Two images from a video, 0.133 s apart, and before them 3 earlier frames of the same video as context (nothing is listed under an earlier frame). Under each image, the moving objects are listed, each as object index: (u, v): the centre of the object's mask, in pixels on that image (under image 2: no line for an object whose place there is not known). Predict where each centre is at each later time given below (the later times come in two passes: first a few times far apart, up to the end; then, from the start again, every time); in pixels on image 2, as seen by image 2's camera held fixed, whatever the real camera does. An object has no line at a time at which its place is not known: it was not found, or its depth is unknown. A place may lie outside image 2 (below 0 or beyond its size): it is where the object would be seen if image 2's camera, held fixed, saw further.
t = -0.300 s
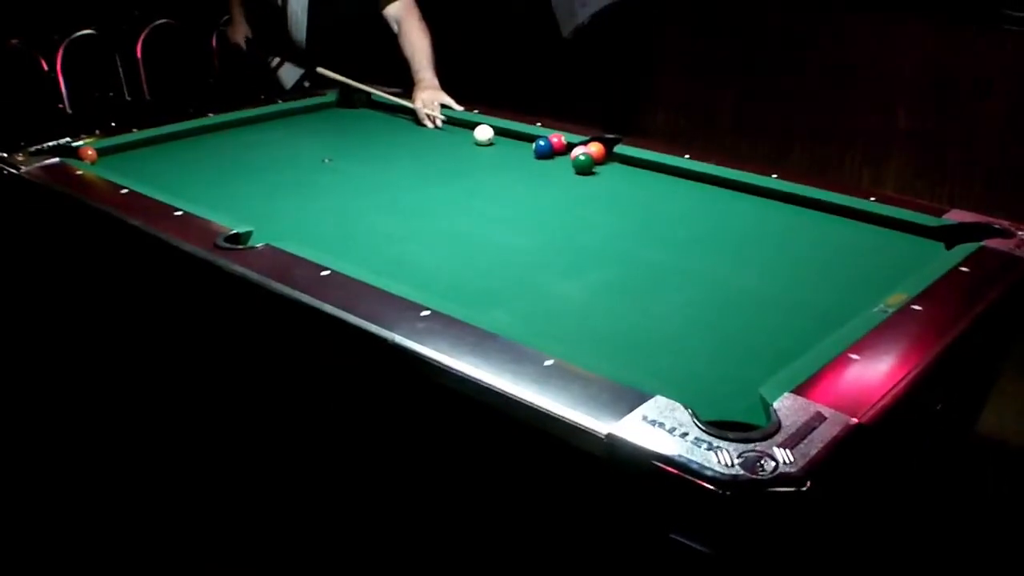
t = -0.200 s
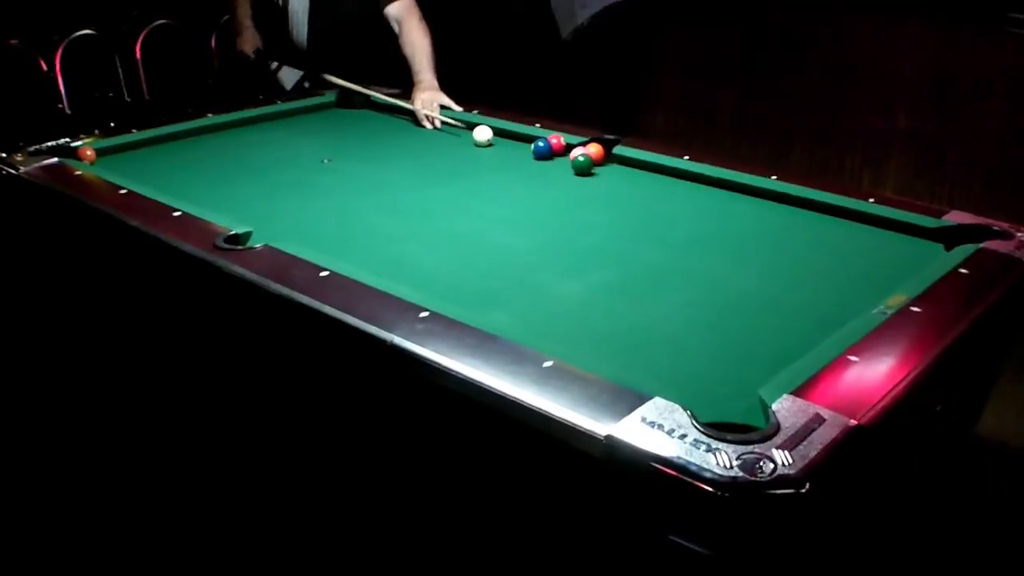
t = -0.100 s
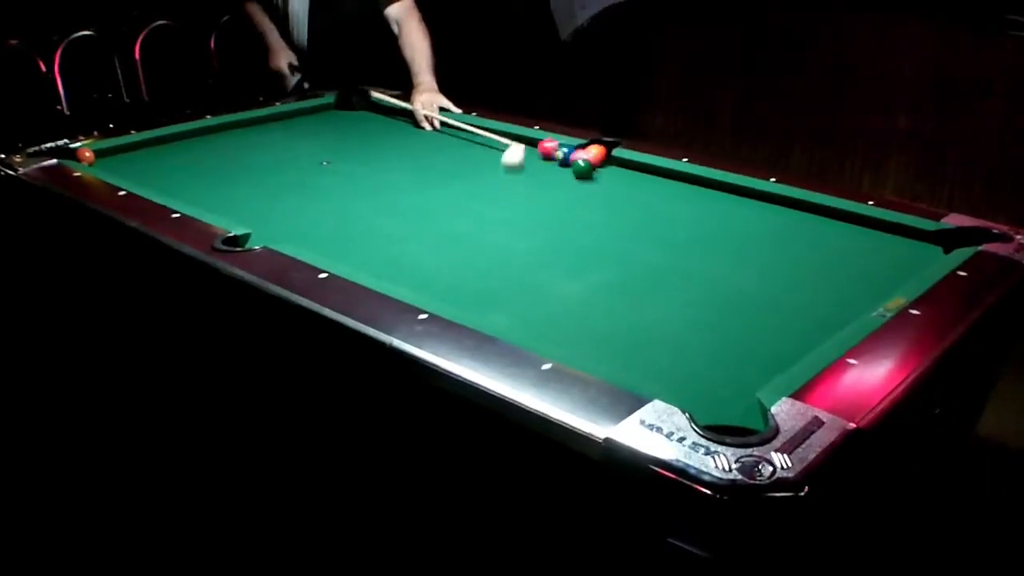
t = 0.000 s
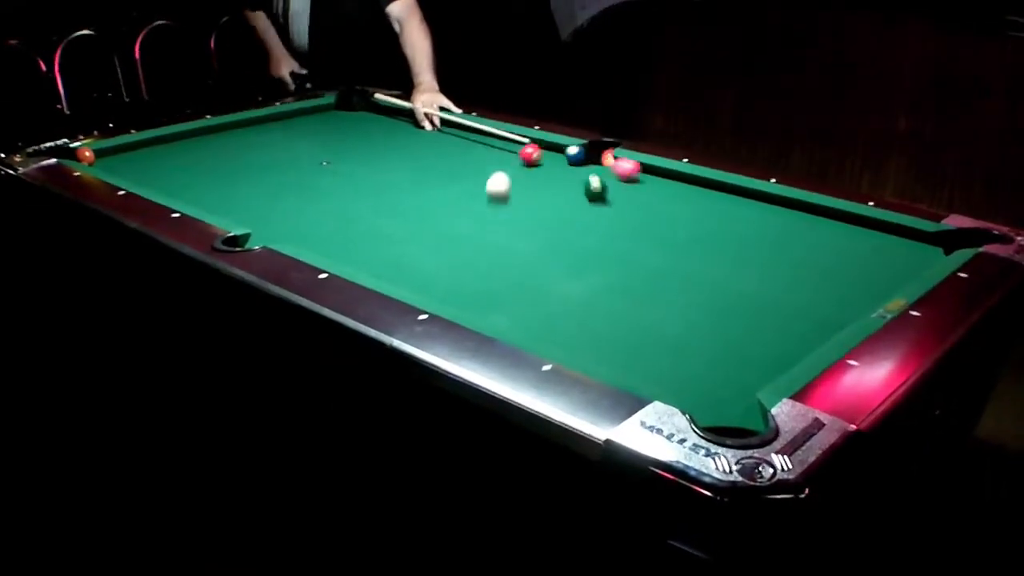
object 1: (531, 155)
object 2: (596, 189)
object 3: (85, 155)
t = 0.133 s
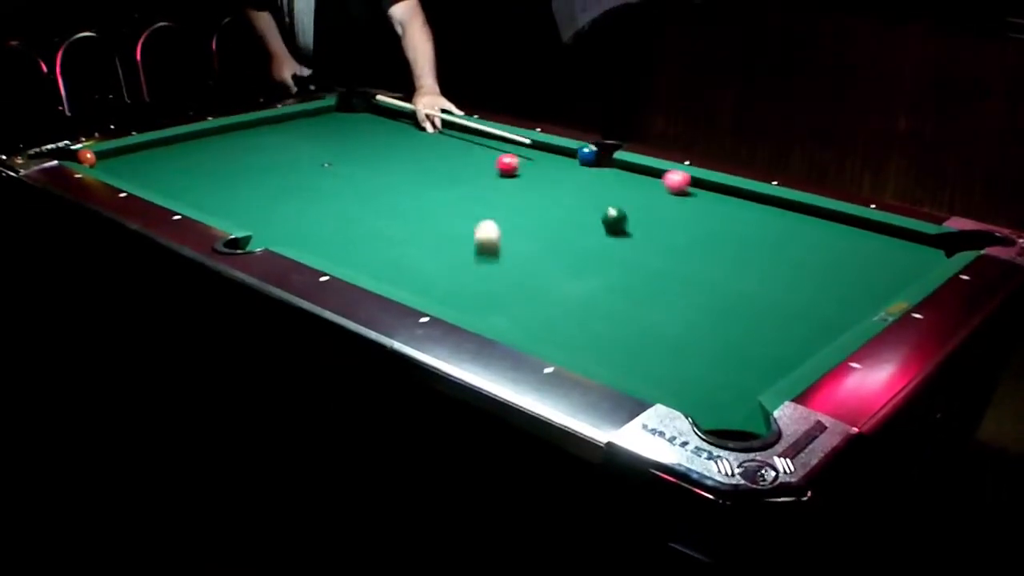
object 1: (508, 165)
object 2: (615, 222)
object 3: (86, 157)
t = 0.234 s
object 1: (489, 171)
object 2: (629, 244)
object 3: (86, 157)
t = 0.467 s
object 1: (442, 187)
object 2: (668, 309)
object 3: (87, 157)
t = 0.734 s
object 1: (383, 207)
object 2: (735, 414)
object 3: (87, 157)
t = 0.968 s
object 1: (327, 226)
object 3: (87, 157)
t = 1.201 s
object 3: (86, 157)
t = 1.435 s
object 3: (86, 156)
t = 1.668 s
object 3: (85, 156)
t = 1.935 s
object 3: (85, 156)
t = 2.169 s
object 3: (85, 156)
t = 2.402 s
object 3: (85, 156)
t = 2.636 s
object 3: (86, 156)
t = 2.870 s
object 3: (83, 152)
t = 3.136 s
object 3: (75, 157)
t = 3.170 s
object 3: (74, 157)
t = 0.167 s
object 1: (501, 167)
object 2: (619, 229)
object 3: (86, 157)
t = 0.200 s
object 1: (495, 169)
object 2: (624, 236)
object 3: (86, 157)
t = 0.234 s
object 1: (489, 171)
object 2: (629, 244)
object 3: (86, 157)
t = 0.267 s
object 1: (482, 173)
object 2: (634, 252)
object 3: (86, 157)
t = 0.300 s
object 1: (476, 175)
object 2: (639, 261)
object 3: (86, 157)
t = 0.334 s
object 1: (469, 177)
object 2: (645, 270)
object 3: (86, 157)
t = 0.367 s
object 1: (462, 180)
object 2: (651, 280)
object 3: (86, 157)
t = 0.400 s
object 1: (456, 182)
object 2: (657, 290)
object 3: (87, 157)
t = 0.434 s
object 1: (449, 184)
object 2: (662, 299)
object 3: (86, 157)
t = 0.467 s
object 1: (442, 187)
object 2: (668, 309)
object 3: (87, 157)
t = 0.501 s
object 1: (434, 189)
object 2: (677, 322)
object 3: (87, 157)
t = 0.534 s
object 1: (427, 191)
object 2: (684, 335)
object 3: (87, 157)
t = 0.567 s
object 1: (421, 194)
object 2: (692, 348)
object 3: (87, 157)
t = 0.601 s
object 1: (414, 197)
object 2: (699, 358)
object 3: (87, 157)
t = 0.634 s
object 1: (406, 199)
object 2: (707, 368)
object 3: (87, 157)
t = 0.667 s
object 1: (398, 202)
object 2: (717, 384)
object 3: (87, 157)
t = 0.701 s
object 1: (391, 204)
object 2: (726, 399)
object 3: (87, 157)
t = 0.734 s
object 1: (383, 207)
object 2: (735, 414)
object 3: (87, 157)
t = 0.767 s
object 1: (375, 209)
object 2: (749, 424)
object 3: (86, 157)
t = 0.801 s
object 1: (368, 212)
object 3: (87, 157)
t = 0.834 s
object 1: (361, 214)
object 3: (87, 157)
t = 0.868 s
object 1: (352, 218)
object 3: (86, 157)
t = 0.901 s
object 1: (344, 221)
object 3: (86, 157)
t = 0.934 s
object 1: (335, 223)
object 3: (87, 157)
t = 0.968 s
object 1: (327, 226)
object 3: (87, 157)
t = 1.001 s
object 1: (319, 229)
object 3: (86, 157)
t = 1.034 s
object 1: (310, 232)
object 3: (86, 157)
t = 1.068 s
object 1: (302, 235)
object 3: (87, 157)
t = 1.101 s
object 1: (294, 236)
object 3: (87, 157)
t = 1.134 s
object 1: (285, 237)
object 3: (86, 157)
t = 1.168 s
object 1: (275, 239)
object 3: (86, 157)
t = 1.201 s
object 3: (86, 157)
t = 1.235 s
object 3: (86, 157)
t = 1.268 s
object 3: (86, 157)
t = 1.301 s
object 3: (86, 156)
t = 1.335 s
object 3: (86, 156)
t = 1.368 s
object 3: (86, 156)
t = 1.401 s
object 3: (86, 156)
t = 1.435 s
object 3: (86, 156)
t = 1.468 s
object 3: (86, 156)
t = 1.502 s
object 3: (86, 156)
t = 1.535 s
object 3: (85, 156)
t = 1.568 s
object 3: (85, 156)
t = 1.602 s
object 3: (85, 156)
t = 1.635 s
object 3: (85, 156)
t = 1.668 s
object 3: (85, 156)
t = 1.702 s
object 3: (85, 156)
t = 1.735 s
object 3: (85, 156)
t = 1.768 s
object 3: (85, 156)
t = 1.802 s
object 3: (85, 156)
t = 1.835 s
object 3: (85, 156)
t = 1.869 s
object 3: (85, 156)
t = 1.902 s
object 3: (85, 156)
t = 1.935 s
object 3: (85, 156)
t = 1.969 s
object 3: (85, 156)
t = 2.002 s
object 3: (85, 156)
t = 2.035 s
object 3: (85, 156)
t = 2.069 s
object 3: (85, 156)
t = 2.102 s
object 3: (85, 156)
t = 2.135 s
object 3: (85, 156)
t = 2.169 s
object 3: (85, 156)
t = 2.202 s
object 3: (85, 156)
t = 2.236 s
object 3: (85, 156)
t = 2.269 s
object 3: (85, 156)
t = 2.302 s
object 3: (85, 156)
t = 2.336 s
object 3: (85, 156)
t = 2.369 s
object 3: (85, 156)
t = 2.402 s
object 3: (85, 156)
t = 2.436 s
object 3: (85, 156)
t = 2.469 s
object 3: (86, 156)
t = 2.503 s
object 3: (85, 156)
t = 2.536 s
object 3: (86, 156)
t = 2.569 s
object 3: (86, 156)
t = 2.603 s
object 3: (86, 156)
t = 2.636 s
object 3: (86, 156)
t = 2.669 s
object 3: (86, 156)
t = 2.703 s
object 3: (86, 156)
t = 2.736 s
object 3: (86, 156)
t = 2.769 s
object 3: (85, 155)
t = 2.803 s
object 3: (83, 154)
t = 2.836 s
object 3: (83, 152)
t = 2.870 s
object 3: (83, 152)
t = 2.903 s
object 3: (82, 154)
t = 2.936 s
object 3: (83, 154)
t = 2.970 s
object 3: (83, 155)
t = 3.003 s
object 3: (82, 155)
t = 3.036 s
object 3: (82, 155)
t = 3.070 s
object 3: (80, 155)
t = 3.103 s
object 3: (78, 156)
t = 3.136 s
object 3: (75, 157)
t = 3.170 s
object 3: (74, 157)
